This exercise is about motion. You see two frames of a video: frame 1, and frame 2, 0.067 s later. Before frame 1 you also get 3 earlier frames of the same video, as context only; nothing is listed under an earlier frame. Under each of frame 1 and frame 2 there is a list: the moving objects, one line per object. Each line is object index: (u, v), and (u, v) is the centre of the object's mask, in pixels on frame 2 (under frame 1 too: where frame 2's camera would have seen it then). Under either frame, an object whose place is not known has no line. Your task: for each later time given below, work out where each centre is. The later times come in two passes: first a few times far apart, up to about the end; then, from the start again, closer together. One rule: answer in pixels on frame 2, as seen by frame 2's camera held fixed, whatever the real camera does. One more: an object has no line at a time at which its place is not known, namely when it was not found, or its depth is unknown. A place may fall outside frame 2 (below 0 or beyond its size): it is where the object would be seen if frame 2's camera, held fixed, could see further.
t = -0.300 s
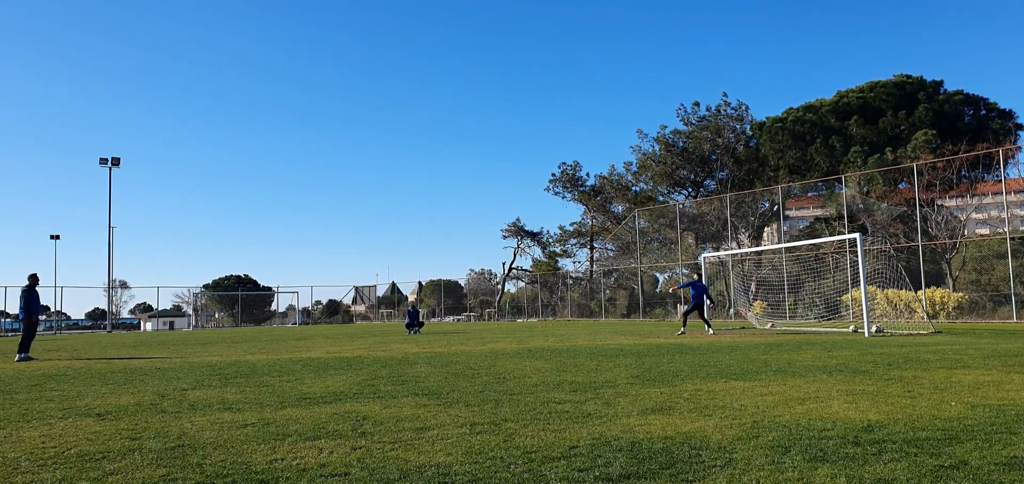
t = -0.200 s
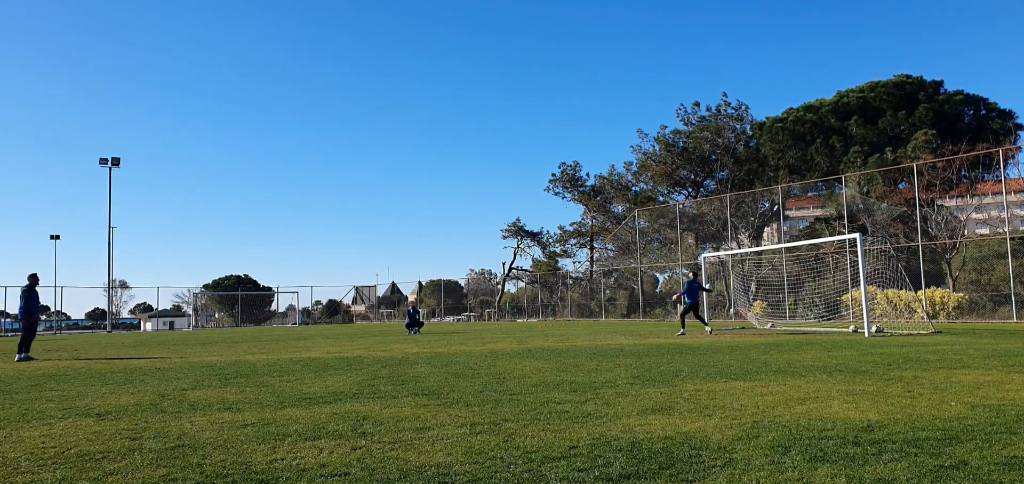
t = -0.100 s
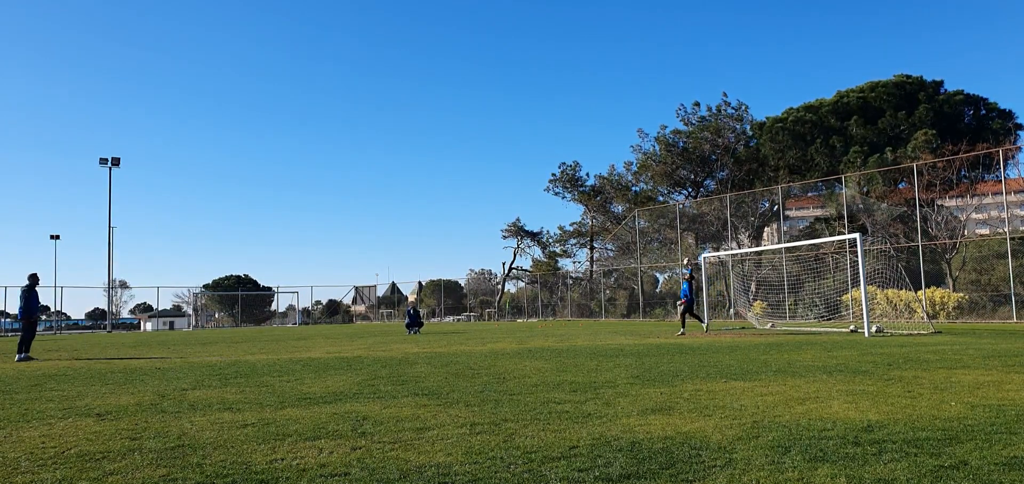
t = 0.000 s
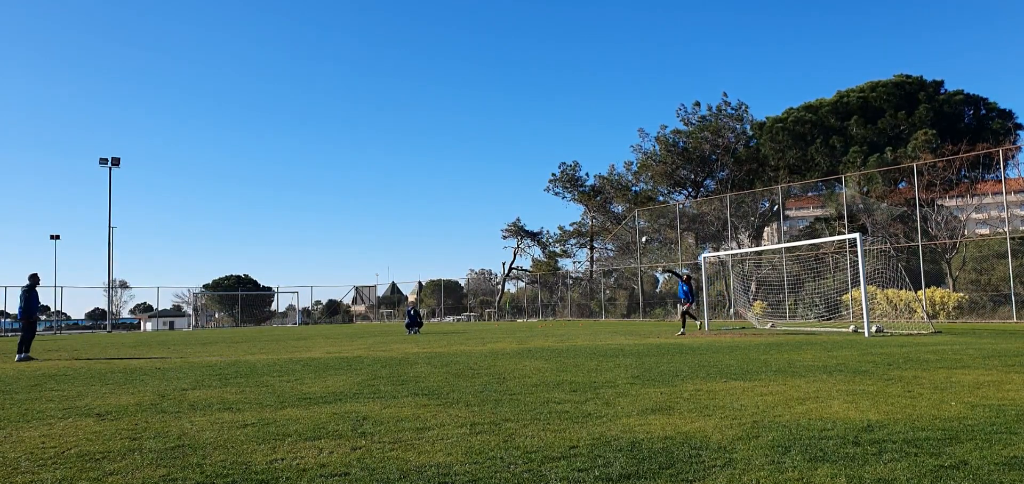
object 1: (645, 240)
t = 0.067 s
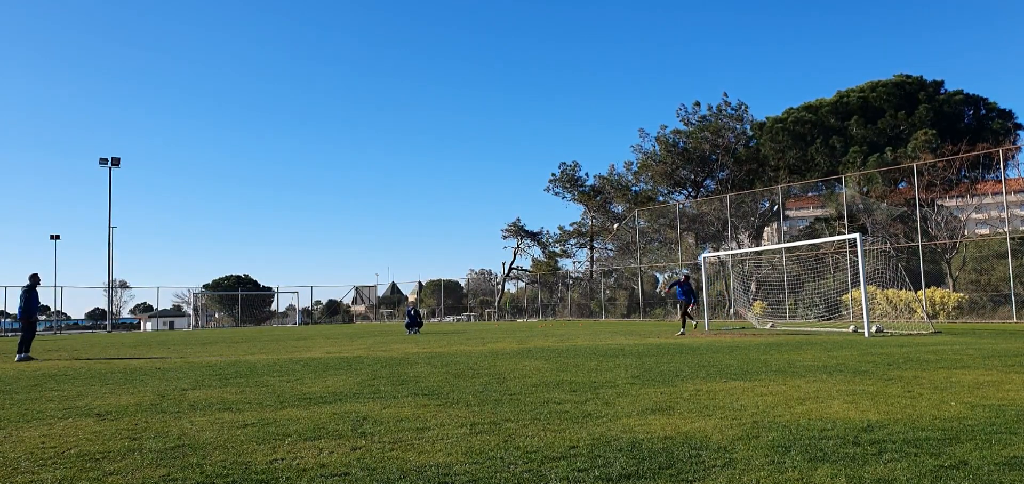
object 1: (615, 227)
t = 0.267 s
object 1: (531, 195)
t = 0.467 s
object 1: (440, 173)
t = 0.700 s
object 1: (325, 162)
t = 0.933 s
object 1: (203, 169)
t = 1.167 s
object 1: (69, 199)
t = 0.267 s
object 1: (531, 195)
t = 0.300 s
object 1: (516, 191)
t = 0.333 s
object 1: (501, 187)
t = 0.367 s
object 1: (486, 183)
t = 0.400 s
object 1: (471, 180)
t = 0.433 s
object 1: (455, 176)
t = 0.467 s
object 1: (440, 173)
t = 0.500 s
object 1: (424, 171)
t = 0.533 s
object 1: (408, 169)
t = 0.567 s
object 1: (392, 167)
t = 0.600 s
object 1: (376, 165)
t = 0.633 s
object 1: (359, 164)
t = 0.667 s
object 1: (342, 163)
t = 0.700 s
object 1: (325, 162)
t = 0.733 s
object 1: (308, 162)
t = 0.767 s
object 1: (291, 162)
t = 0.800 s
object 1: (274, 163)
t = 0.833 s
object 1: (256, 164)
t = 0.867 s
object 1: (238, 165)
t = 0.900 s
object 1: (221, 167)
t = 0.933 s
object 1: (203, 169)
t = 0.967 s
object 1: (184, 172)
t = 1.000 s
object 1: (166, 176)
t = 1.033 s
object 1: (148, 179)
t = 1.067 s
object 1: (128, 184)
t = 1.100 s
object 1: (109, 188)
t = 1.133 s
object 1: (90, 193)
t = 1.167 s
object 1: (69, 199)
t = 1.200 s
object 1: (49, 205)
